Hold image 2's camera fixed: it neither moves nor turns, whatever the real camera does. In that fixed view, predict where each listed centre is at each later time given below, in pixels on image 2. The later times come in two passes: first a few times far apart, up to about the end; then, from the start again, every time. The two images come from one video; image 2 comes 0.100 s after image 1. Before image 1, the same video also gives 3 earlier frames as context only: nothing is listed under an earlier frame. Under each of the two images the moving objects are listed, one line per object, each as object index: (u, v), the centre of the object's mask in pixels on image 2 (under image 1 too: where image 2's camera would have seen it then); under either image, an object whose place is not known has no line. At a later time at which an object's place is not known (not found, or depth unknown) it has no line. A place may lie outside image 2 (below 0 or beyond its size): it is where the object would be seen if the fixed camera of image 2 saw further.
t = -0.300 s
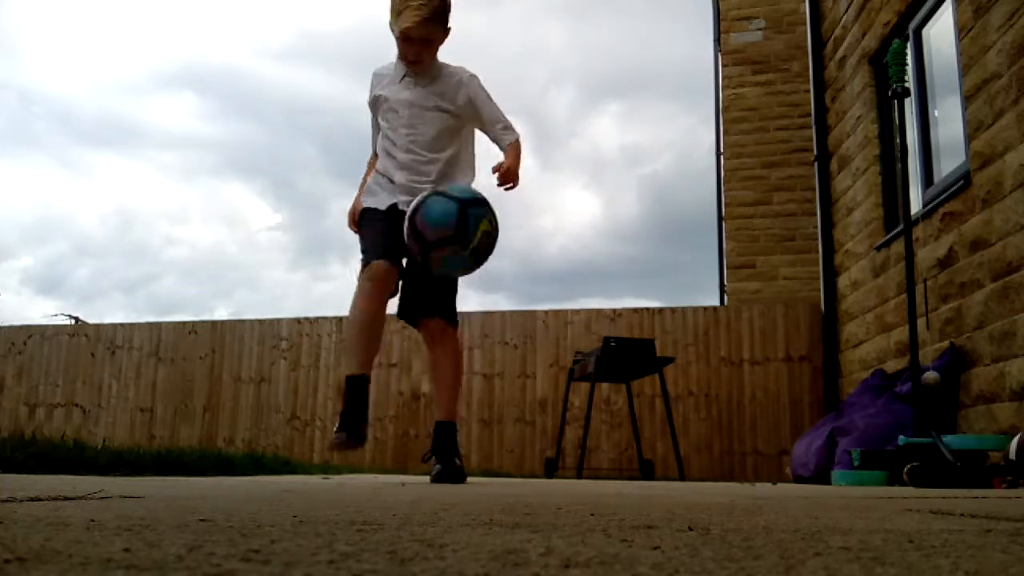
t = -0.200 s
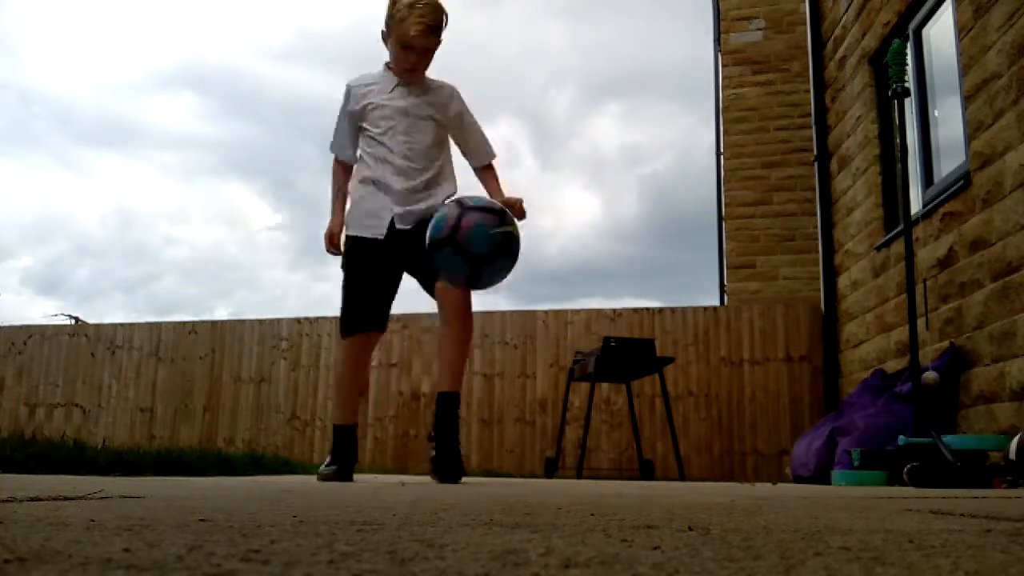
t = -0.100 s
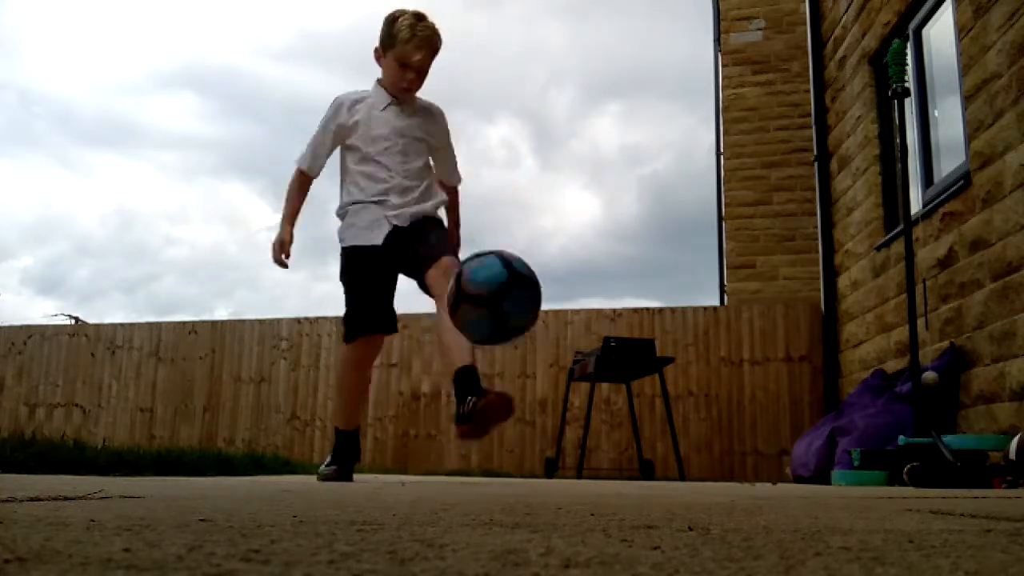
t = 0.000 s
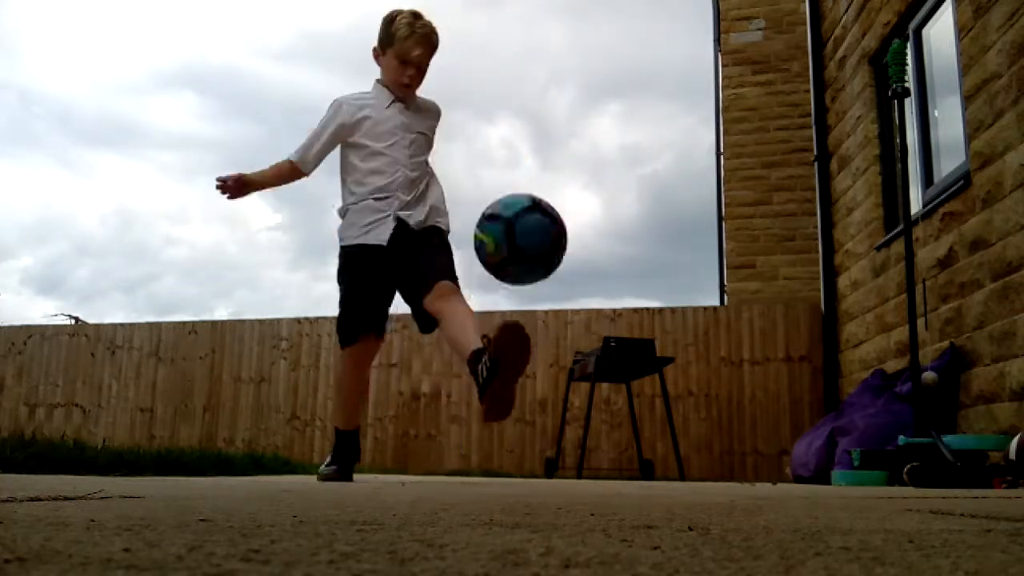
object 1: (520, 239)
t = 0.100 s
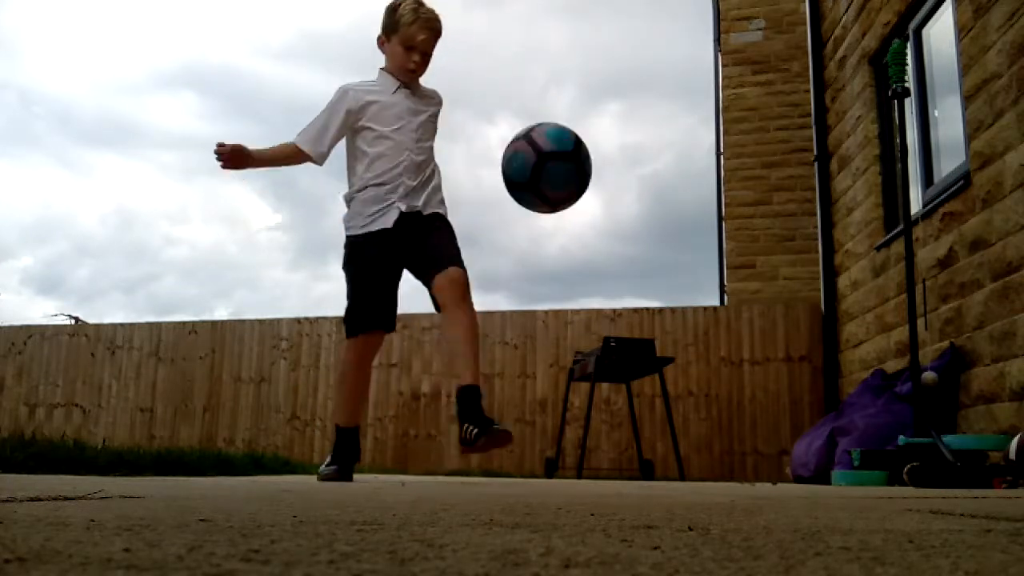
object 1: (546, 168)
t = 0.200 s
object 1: (570, 137)
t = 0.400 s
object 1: (615, 190)
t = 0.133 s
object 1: (555, 153)
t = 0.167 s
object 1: (563, 143)
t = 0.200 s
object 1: (570, 137)
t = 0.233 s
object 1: (578, 136)
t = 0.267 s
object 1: (586, 138)
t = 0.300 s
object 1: (593, 144)
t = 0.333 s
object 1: (601, 155)
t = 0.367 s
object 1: (608, 170)
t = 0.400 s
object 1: (615, 190)
